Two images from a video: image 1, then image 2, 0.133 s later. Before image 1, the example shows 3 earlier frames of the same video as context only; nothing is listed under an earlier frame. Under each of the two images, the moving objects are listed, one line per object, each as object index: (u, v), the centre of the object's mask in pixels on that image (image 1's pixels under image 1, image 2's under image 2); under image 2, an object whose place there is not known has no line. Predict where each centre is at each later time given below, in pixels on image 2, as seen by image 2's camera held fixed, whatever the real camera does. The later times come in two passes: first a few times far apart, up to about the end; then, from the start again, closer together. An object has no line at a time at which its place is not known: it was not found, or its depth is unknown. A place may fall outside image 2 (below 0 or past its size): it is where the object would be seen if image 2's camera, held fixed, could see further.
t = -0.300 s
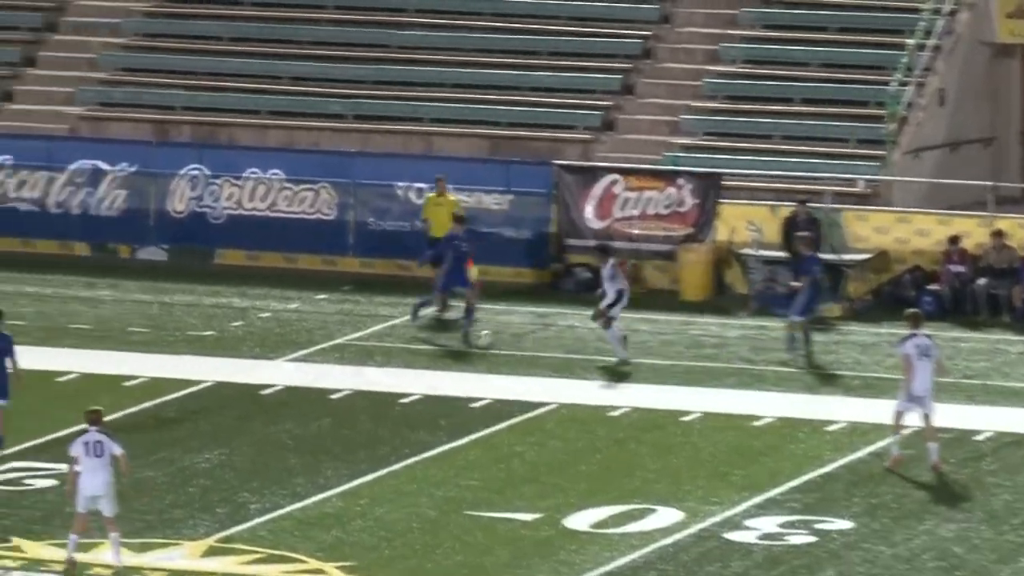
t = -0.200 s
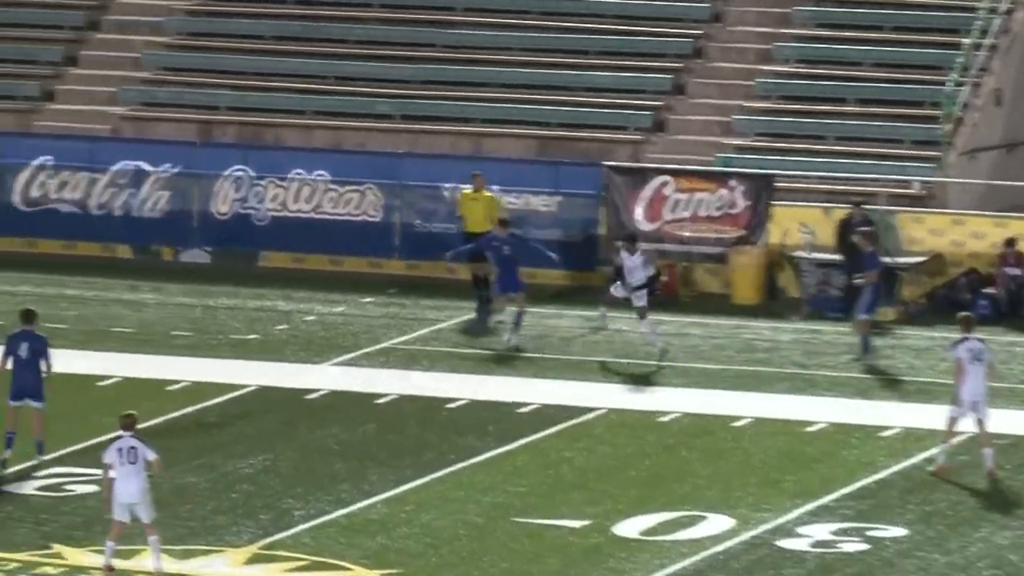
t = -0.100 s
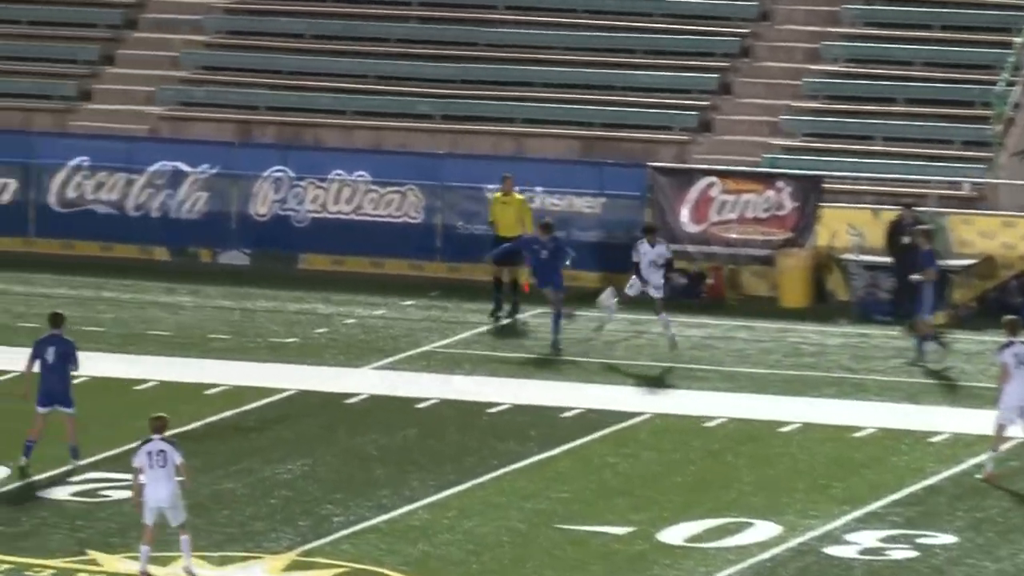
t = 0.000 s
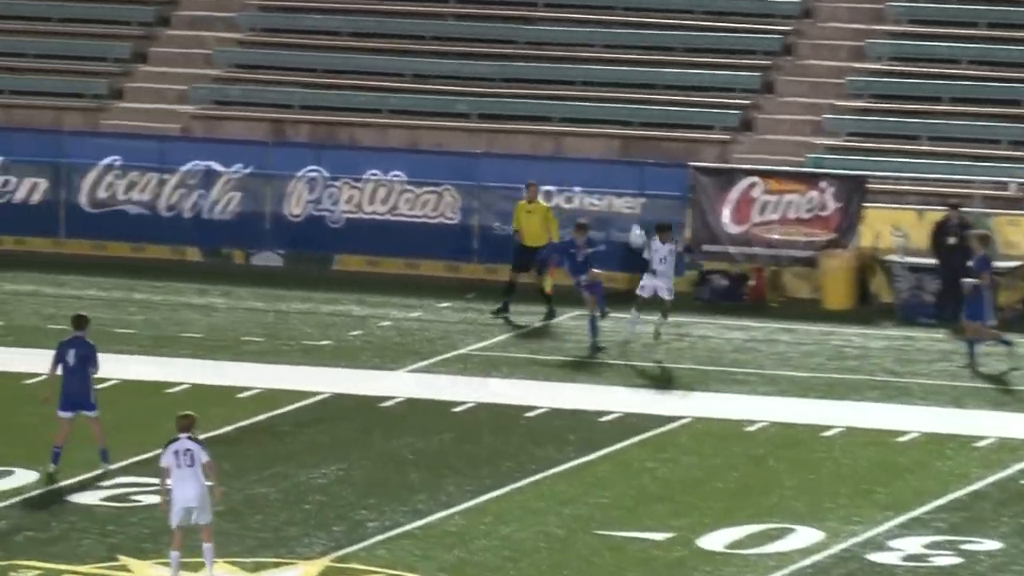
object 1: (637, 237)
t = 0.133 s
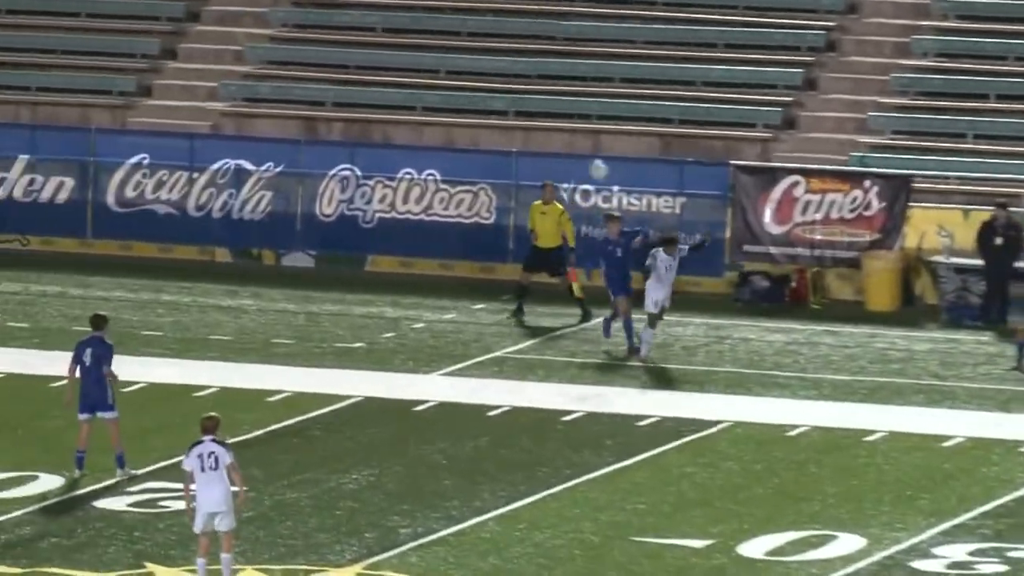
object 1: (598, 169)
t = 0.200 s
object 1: (562, 142)
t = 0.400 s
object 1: (449, 77)
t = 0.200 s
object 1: (562, 142)
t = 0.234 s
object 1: (542, 130)
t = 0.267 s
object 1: (525, 117)
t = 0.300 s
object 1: (507, 109)
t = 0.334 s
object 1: (487, 97)
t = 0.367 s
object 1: (469, 86)
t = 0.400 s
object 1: (449, 77)
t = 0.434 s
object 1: (432, 68)
